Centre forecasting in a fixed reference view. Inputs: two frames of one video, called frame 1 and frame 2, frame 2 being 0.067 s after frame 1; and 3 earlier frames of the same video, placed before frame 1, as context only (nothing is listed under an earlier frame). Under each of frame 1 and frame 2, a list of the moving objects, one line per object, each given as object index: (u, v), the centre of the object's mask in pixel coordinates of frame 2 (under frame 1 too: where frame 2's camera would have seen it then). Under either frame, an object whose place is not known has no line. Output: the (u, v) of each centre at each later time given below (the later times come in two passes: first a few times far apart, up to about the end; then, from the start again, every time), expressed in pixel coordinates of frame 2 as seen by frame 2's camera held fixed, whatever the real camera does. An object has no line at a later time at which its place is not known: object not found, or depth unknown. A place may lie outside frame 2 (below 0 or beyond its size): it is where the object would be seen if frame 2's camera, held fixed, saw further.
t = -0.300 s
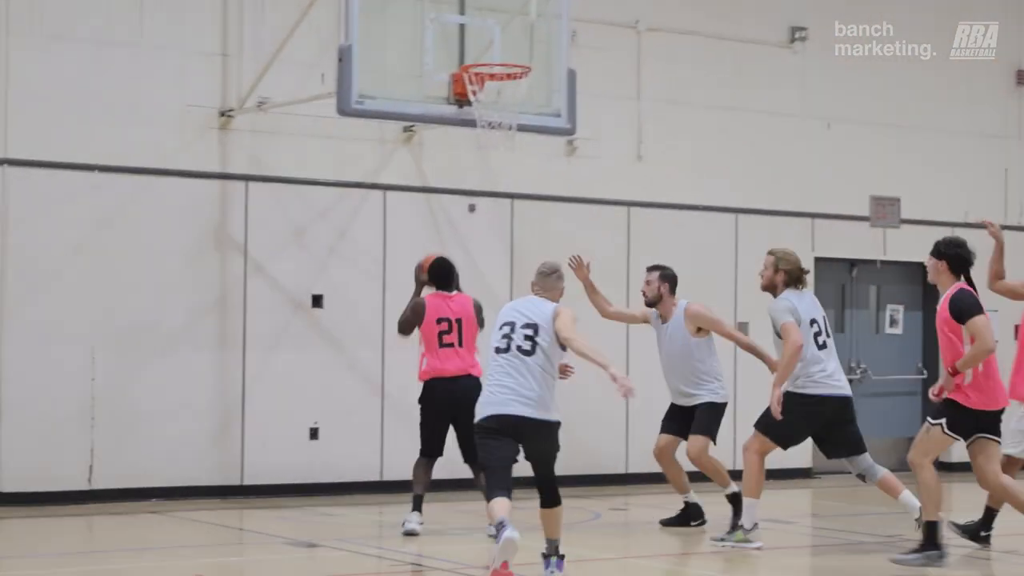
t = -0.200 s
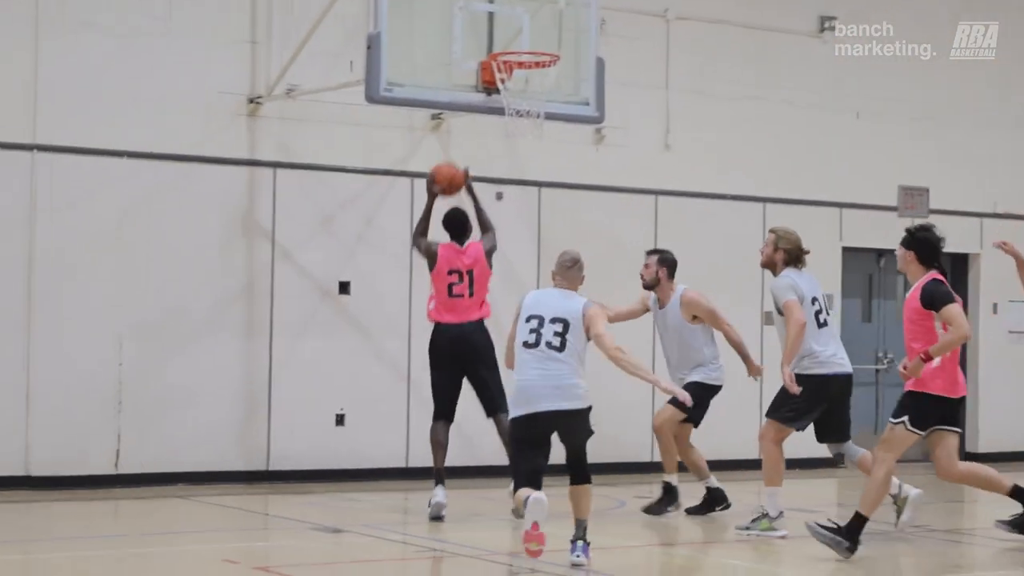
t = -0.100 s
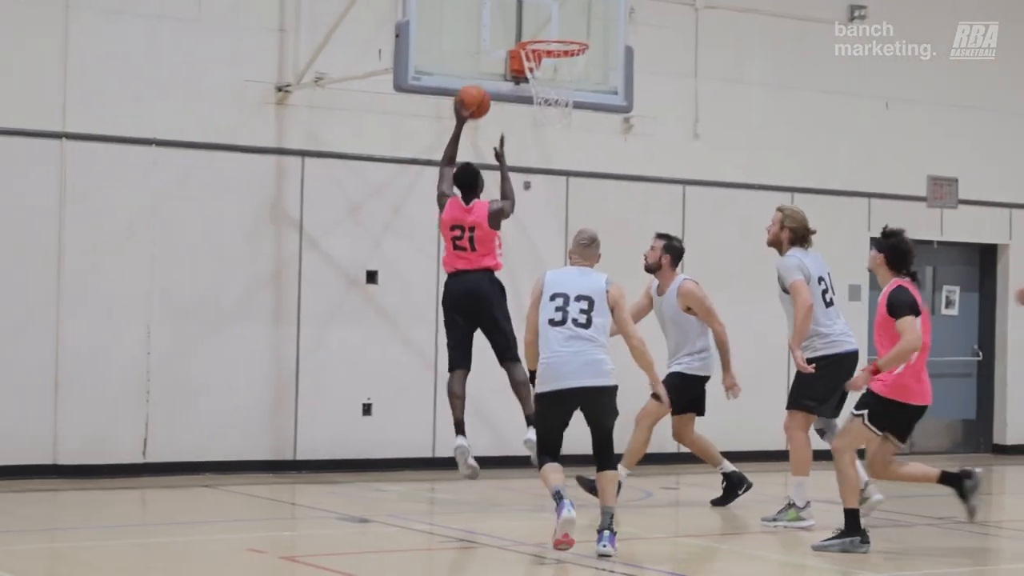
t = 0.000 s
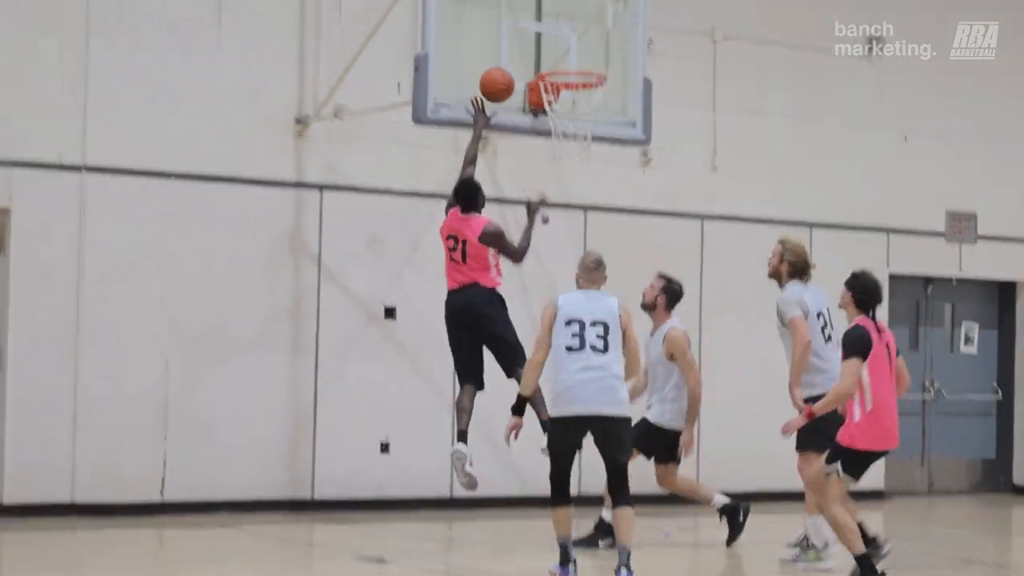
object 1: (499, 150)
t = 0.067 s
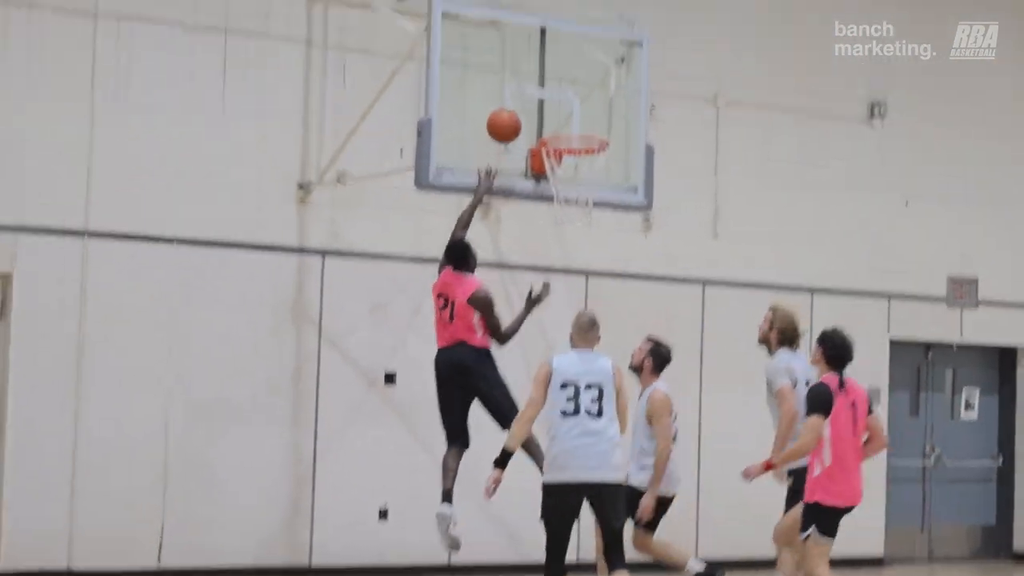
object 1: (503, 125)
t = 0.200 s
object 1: (523, 112)
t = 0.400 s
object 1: (549, 121)
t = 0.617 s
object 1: (566, 150)
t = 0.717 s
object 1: (572, 184)
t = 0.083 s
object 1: (505, 121)
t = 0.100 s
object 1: (507, 119)
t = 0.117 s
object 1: (510, 116)
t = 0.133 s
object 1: (513, 114)
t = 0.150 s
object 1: (515, 113)
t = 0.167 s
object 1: (518, 112)
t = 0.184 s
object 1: (521, 112)
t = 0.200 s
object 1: (523, 112)
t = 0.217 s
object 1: (526, 112)
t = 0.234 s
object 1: (529, 113)
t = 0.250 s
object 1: (531, 114)
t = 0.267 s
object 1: (533, 115)
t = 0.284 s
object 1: (536, 117)
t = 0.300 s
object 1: (538, 119)
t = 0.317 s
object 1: (541, 122)
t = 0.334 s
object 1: (543, 124)
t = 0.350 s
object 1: (545, 124)
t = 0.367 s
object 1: (546, 123)
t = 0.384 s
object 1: (548, 122)
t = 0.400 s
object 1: (549, 121)
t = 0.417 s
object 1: (550, 121)
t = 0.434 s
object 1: (551, 121)
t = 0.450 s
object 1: (552, 122)
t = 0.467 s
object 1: (554, 122)
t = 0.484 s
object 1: (555, 123)
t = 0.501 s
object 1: (556, 124)
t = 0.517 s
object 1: (557, 126)
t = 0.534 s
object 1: (559, 127)
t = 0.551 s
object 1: (560, 129)
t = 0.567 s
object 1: (561, 130)
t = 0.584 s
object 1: (562, 132)
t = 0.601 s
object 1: (567, 142)
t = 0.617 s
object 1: (566, 150)
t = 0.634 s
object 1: (566, 155)
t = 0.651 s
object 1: (567, 159)
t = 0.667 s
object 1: (568, 164)
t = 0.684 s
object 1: (569, 172)
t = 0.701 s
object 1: (570, 177)
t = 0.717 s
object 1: (572, 184)
